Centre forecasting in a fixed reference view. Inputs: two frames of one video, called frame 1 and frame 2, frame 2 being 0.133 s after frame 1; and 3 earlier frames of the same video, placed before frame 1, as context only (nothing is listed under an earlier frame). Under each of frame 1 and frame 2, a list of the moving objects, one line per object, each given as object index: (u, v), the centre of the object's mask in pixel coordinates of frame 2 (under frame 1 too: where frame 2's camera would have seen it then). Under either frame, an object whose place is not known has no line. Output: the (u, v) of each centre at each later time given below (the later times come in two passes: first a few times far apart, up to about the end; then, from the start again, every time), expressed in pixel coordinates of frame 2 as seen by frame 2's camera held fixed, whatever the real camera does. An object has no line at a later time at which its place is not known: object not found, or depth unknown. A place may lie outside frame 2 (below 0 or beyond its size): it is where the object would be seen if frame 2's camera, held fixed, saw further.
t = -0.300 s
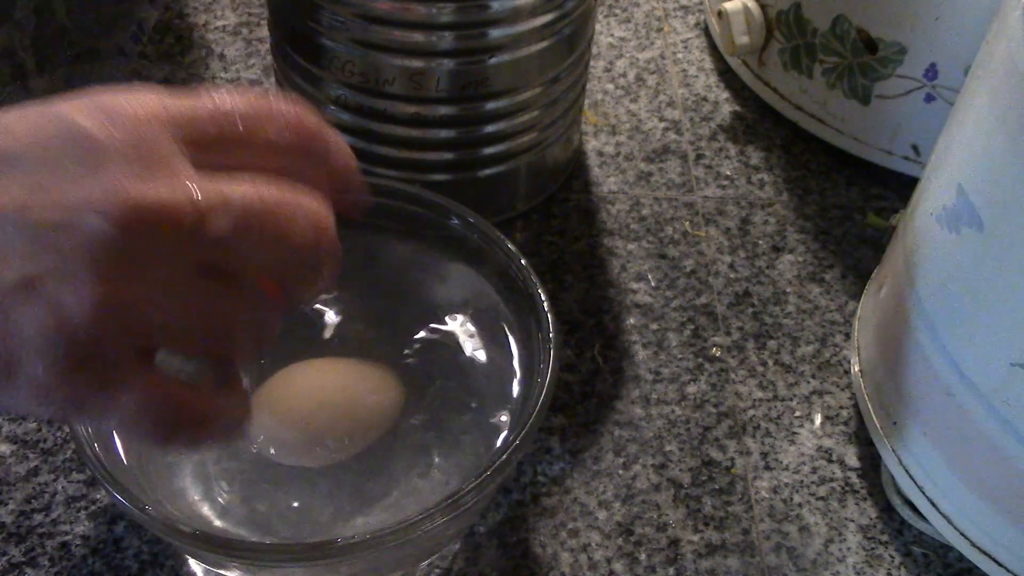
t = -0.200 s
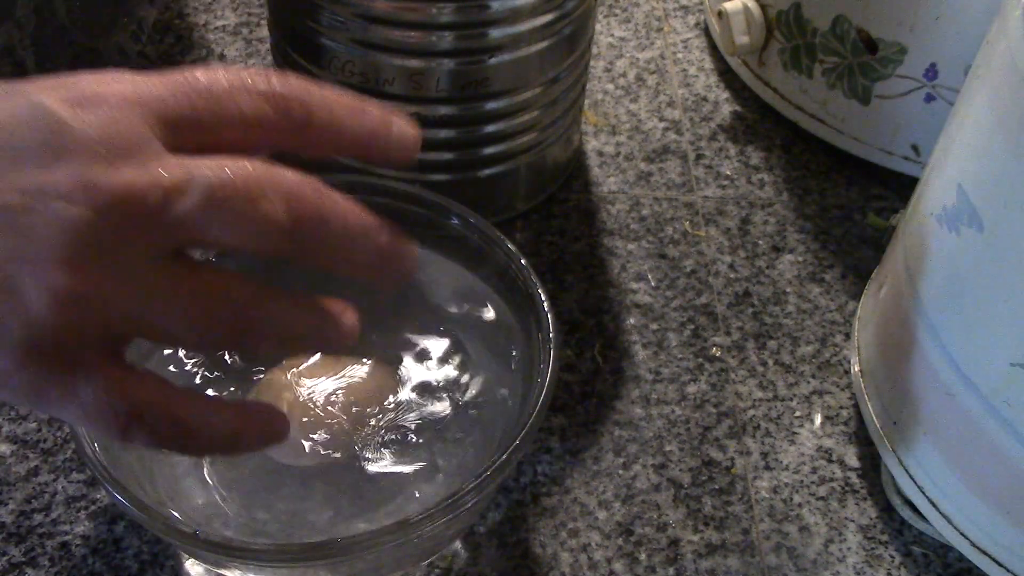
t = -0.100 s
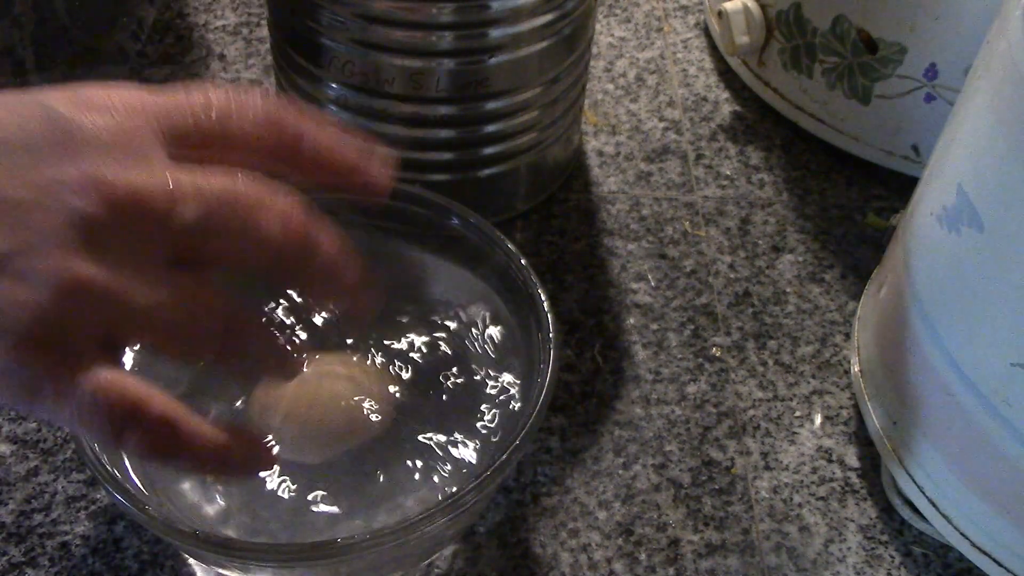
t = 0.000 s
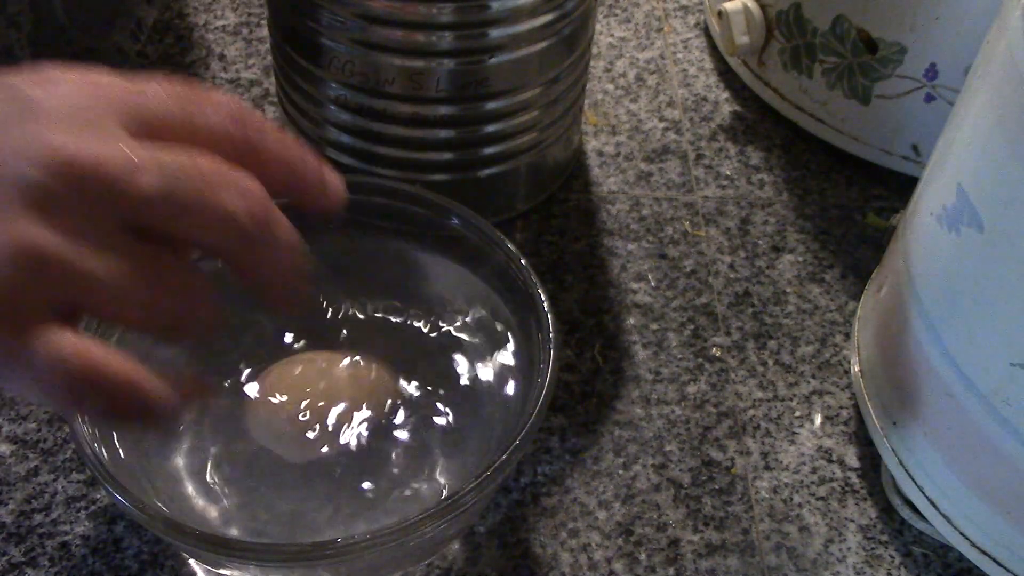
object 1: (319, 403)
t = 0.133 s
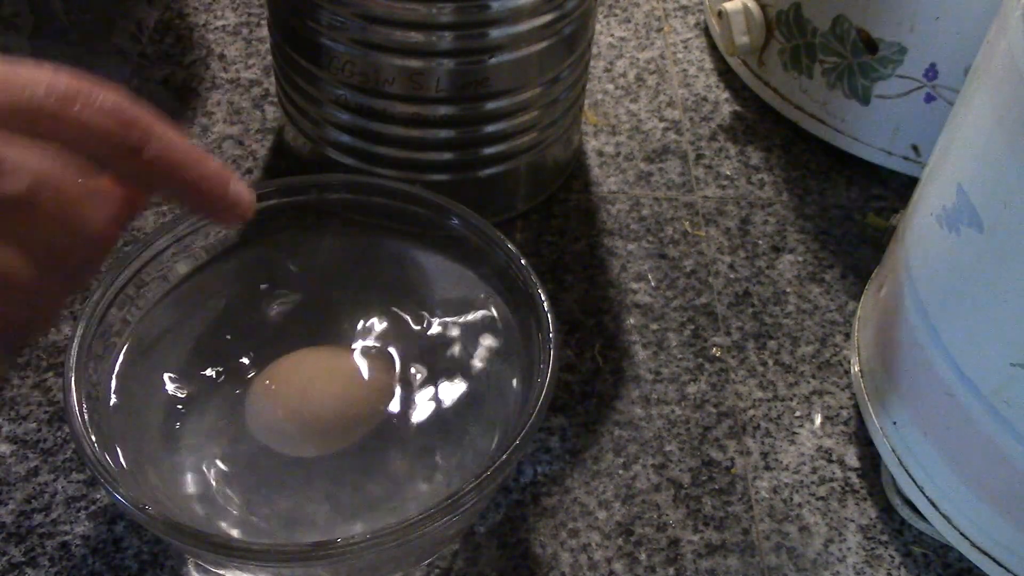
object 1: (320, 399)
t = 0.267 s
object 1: (315, 397)
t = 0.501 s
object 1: (312, 389)
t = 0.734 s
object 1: (306, 380)
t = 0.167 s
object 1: (314, 397)
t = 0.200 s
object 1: (312, 396)
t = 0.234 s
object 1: (318, 397)
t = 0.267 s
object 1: (315, 397)
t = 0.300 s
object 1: (316, 396)
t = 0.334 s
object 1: (315, 394)
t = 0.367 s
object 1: (309, 395)
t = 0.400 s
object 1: (311, 392)
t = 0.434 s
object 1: (313, 391)
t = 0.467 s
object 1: (313, 390)
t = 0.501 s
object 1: (312, 389)
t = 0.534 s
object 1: (310, 388)
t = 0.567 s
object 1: (309, 387)
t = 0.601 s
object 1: (310, 386)
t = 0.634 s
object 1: (309, 385)
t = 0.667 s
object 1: (308, 384)
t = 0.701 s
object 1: (307, 382)
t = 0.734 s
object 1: (306, 380)
